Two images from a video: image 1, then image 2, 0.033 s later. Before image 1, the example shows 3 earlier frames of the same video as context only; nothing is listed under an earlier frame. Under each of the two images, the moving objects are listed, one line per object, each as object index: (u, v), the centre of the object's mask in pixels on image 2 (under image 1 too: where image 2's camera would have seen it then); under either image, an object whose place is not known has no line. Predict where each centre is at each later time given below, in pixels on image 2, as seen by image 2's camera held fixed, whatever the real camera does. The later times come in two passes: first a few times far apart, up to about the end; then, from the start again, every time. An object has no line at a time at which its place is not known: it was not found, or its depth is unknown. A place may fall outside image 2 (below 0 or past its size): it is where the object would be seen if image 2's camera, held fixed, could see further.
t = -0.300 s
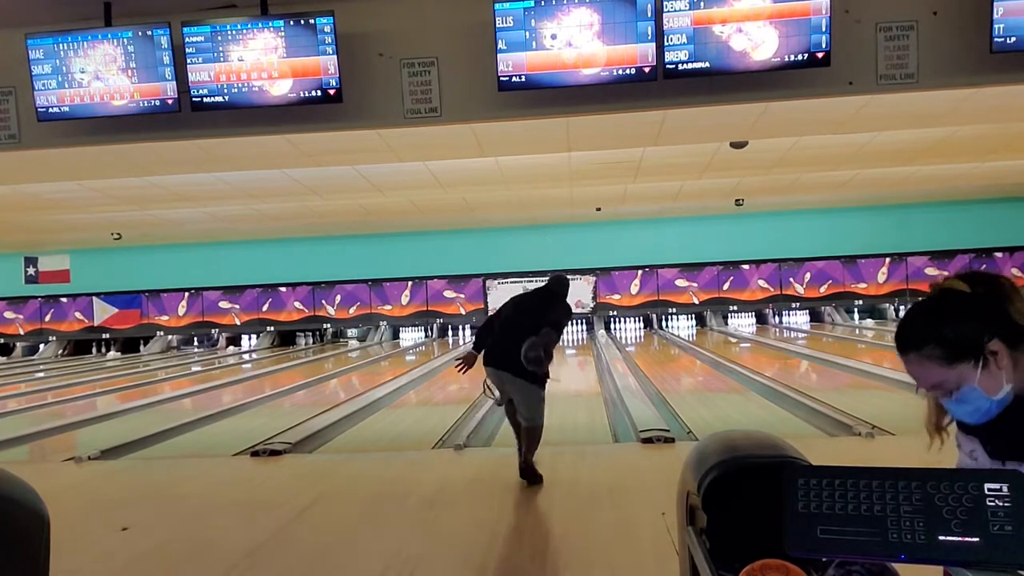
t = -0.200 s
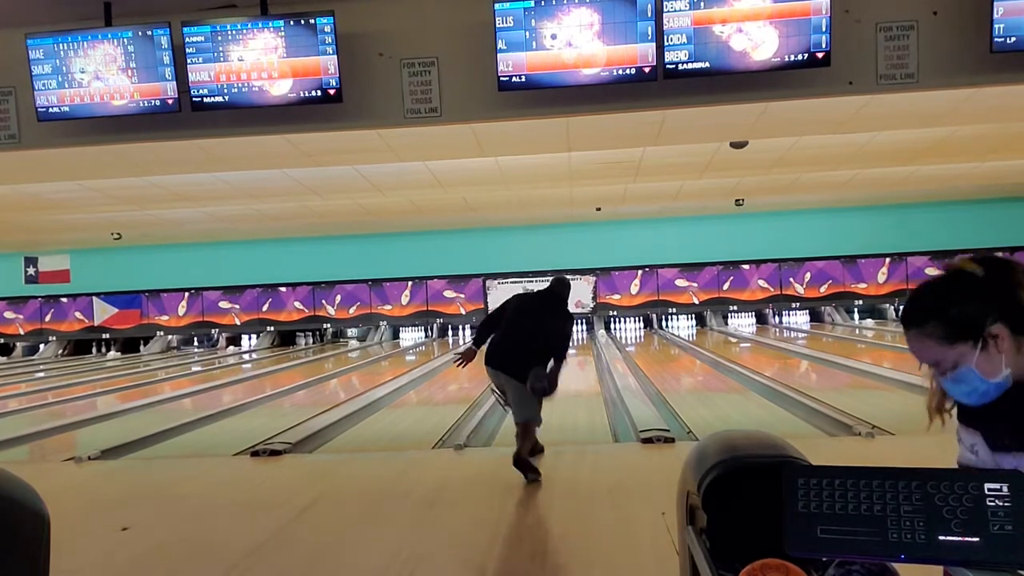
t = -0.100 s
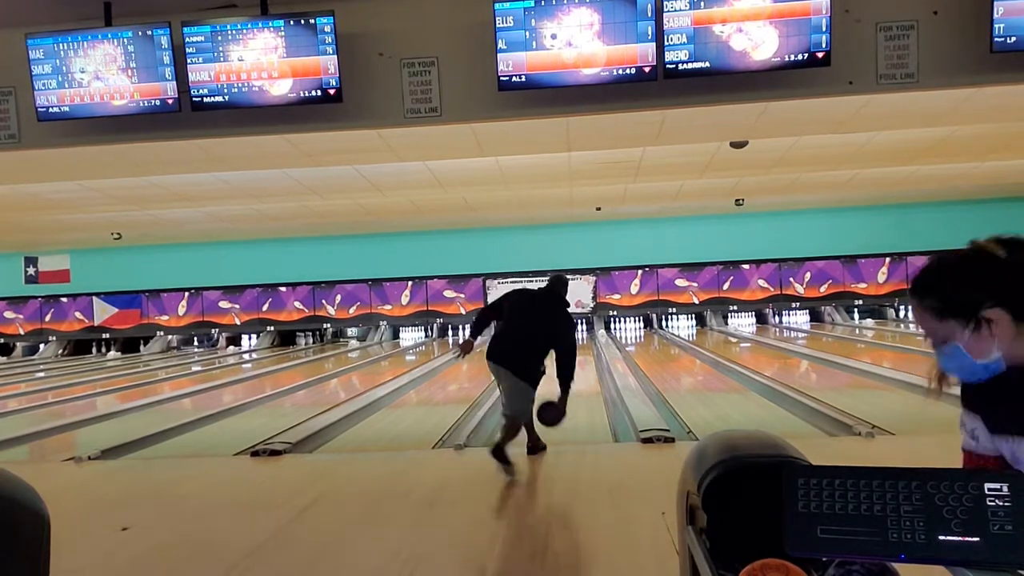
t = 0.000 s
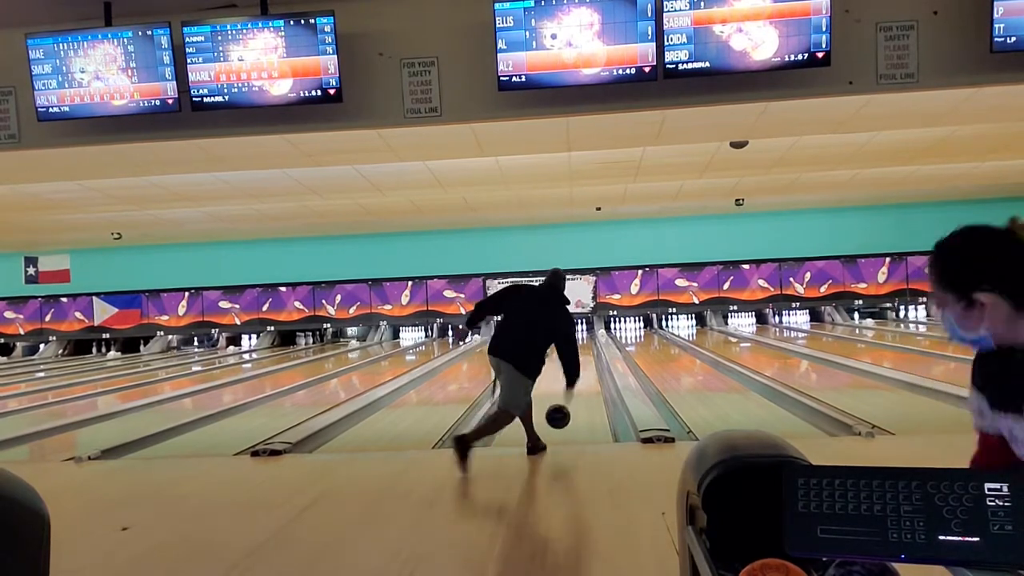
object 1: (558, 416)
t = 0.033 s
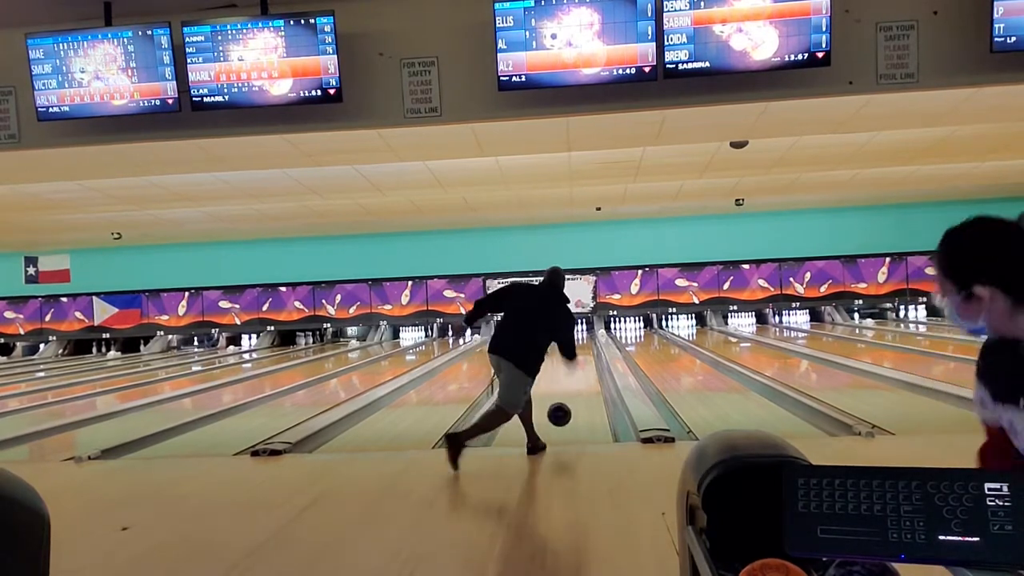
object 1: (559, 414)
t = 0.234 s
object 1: (566, 404)
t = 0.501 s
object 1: (571, 382)
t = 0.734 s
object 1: (573, 369)
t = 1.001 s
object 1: (575, 358)
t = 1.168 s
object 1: (575, 353)
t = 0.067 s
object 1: (560, 413)
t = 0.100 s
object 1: (562, 414)
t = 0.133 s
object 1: (563, 416)
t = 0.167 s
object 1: (564, 411)
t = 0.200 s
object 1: (565, 407)
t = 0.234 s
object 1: (566, 404)
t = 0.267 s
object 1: (566, 401)
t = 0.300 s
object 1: (567, 398)
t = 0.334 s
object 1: (568, 395)
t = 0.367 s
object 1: (569, 392)
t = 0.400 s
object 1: (569, 390)
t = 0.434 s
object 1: (570, 387)
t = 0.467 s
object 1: (570, 385)
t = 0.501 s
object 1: (571, 382)
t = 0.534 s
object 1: (571, 380)
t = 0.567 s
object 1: (571, 378)
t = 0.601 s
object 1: (572, 376)
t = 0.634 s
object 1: (572, 374)
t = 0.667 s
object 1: (573, 372)
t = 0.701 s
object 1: (573, 371)
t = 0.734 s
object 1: (573, 369)
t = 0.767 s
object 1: (573, 368)
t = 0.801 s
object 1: (574, 366)
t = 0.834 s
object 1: (574, 365)
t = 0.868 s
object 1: (574, 363)
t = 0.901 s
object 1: (574, 362)
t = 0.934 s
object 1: (574, 361)
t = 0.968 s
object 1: (575, 359)
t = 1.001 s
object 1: (575, 358)
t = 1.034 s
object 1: (575, 357)
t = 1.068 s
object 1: (575, 356)
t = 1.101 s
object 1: (575, 355)
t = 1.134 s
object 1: (575, 354)
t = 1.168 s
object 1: (575, 353)
